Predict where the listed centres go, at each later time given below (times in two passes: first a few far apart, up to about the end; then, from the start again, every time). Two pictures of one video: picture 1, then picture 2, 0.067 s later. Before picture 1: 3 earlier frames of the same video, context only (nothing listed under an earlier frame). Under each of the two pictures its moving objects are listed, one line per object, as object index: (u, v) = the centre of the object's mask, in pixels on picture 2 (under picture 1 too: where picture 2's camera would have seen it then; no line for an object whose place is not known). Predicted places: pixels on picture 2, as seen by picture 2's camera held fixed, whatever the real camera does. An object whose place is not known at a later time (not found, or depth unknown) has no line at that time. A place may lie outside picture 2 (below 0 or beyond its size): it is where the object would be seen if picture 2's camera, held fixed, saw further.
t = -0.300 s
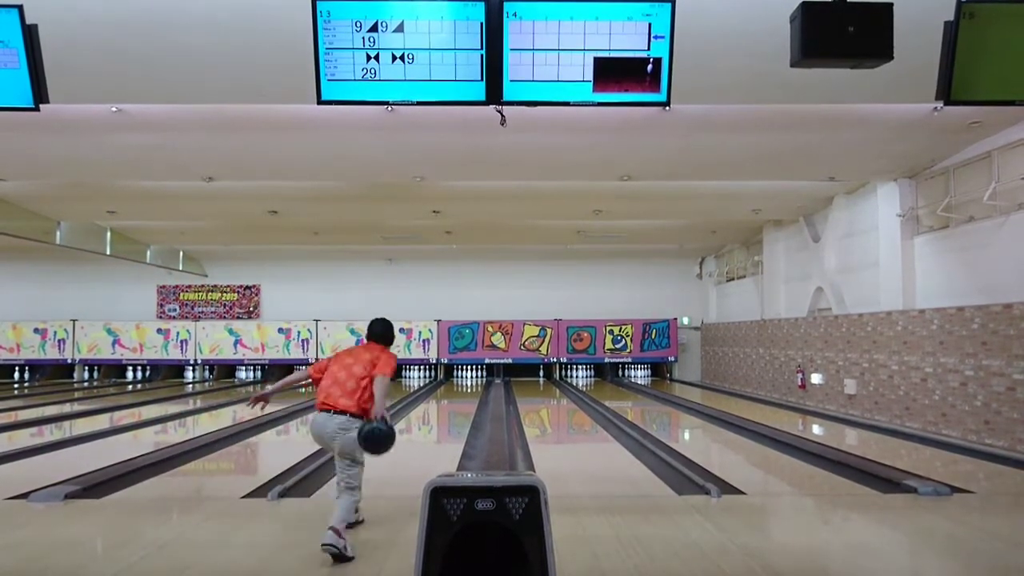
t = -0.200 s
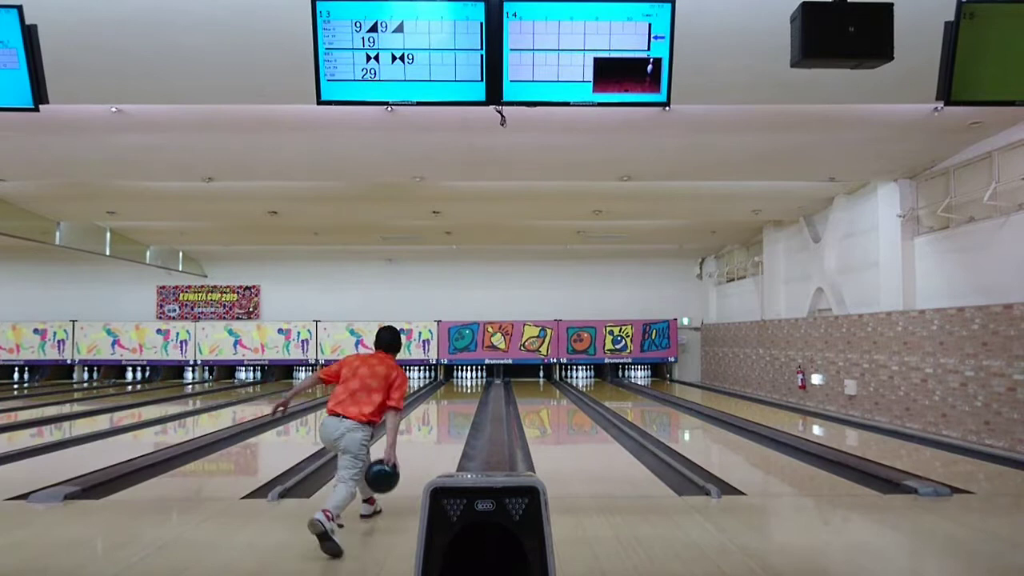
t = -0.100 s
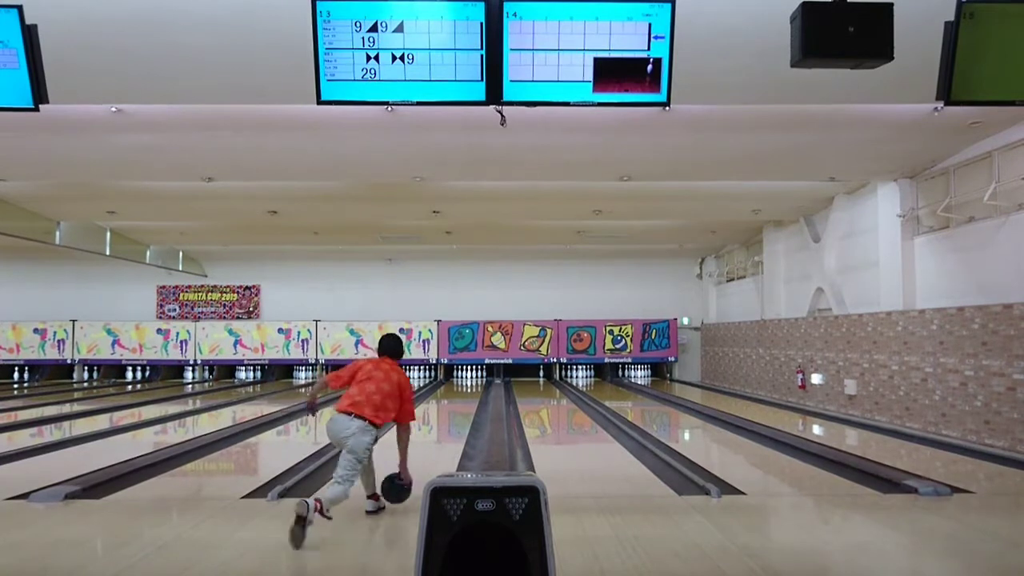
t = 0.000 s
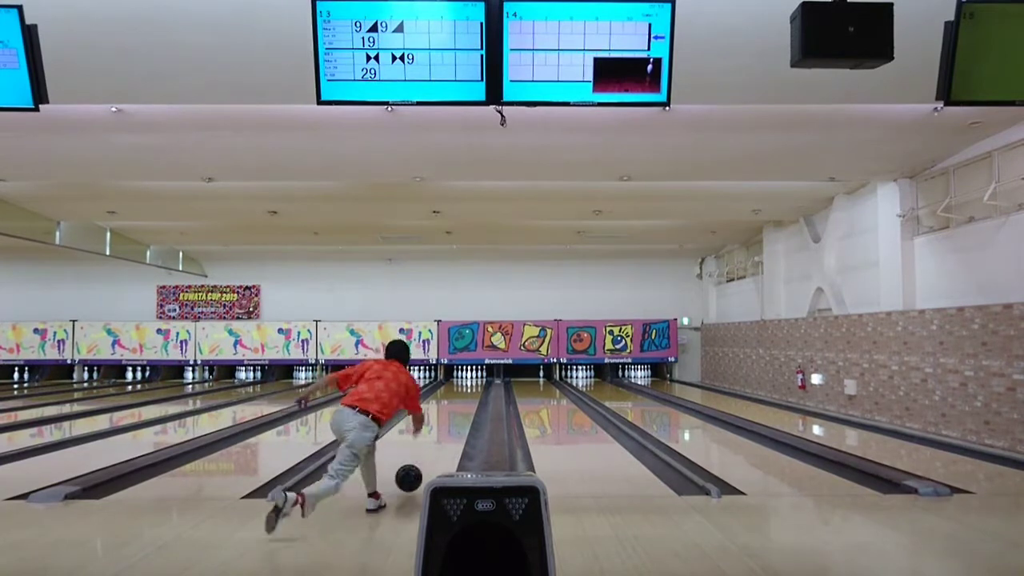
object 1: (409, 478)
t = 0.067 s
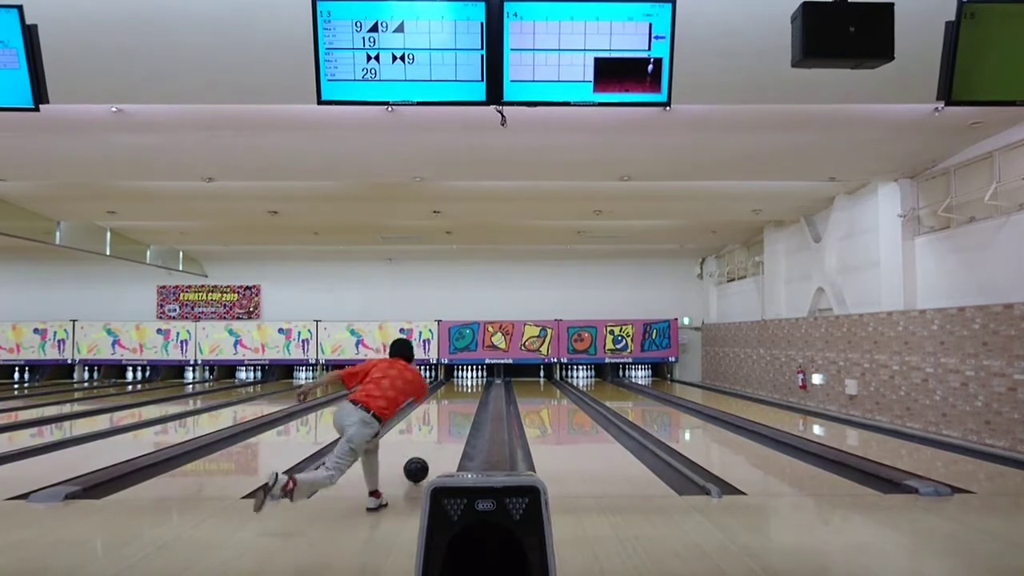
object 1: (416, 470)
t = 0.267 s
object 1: (432, 448)
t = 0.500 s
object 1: (444, 429)
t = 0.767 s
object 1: (453, 415)
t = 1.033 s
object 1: (460, 404)
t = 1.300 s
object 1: (464, 397)
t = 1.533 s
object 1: (467, 391)
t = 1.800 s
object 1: (469, 386)
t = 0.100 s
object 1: (419, 466)
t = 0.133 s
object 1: (422, 462)
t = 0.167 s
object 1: (425, 458)
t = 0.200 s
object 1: (427, 454)
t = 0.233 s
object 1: (429, 451)
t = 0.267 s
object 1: (432, 448)
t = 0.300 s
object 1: (434, 444)
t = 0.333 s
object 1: (436, 441)
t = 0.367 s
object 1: (437, 439)
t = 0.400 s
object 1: (439, 436)
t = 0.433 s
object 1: (441, 433)
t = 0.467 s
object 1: (443, 431)
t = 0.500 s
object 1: (444, 429)
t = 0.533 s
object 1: (445, 427)
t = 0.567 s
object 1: (447, 425)
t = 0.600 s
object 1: (448, 423)
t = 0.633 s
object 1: (449, 421)
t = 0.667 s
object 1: (451, 419)
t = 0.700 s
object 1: (452, 418)
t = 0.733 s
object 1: (453, 416)
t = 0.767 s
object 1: (453, 415)
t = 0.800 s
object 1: (454, 413)
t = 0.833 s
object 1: (455, 412)
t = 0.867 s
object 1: (456, 410)
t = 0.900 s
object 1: (457, 409)
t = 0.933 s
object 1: (458, 408)
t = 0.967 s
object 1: (459, 407)
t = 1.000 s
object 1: (459, 406)
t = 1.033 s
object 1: (460, 404)
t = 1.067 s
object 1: (461, 403)
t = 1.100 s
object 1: (461, 402)
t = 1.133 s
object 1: (462, 401)
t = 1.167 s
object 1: (463, 400)
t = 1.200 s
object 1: (463, 399)
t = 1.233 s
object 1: (464, 399)
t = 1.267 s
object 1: (464, 398)
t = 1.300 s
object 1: (464, 397)
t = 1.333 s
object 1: (465, 396)
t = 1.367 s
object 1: (466, 395)
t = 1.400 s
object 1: (466, 394)
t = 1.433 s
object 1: (466, 393)
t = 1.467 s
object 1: (467, 392)
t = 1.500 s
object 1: (467, 392)
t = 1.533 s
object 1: (467, 391)
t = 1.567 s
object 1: (468, 391)
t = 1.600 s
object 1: (468, 390)
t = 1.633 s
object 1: (468, 389)
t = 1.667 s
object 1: (468, 389)
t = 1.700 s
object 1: (469, 388)
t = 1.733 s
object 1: (469, 388)
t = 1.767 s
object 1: (470, 387)
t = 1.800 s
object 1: (469, 386)
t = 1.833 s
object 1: (470, 385)
